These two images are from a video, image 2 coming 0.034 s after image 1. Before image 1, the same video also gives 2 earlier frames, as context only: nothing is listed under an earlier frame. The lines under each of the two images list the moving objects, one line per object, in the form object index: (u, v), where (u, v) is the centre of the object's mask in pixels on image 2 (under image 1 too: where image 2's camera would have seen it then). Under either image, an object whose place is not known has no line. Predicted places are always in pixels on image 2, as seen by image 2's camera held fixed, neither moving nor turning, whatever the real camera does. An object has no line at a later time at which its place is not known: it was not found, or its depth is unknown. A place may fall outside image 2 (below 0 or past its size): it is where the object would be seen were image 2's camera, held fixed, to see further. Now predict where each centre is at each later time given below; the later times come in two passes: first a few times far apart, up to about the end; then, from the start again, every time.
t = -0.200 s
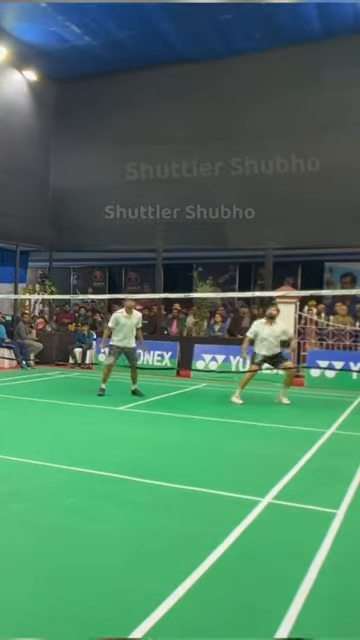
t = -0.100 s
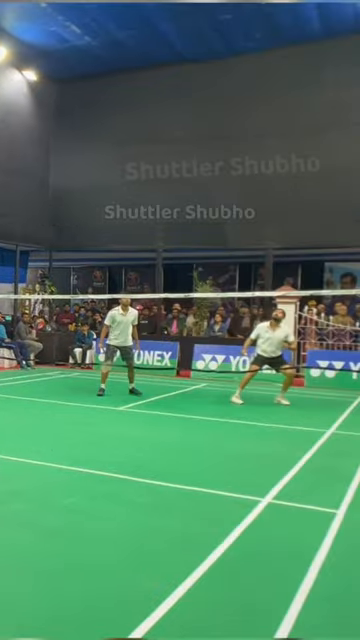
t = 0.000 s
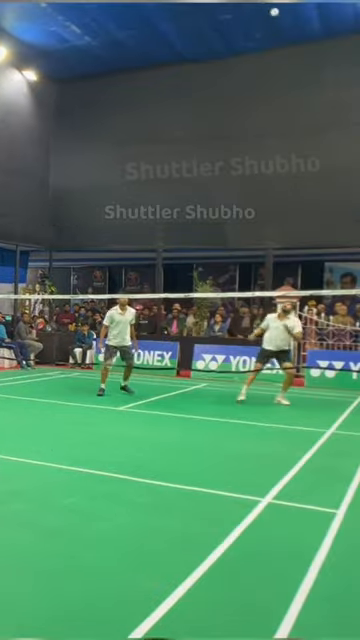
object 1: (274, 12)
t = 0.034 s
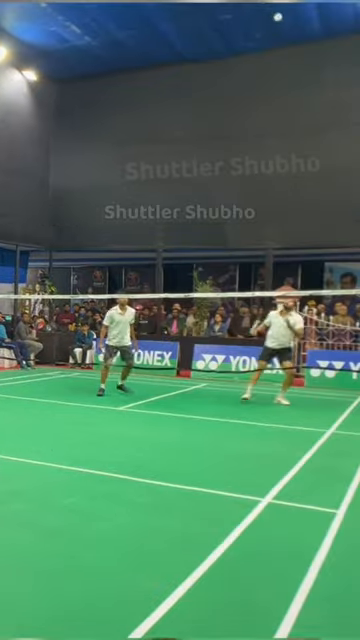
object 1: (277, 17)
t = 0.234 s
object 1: (294, 53)
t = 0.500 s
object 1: (311, 115)
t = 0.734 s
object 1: (321, 181)
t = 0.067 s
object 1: (281, 22)
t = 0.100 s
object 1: (283, 28)
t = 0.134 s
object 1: (286, 34)
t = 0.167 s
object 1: (289, 40)
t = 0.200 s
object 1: (292, 46)
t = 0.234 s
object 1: (294, 53)
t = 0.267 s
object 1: (296, 60)
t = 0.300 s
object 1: (298, 67)
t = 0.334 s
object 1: (301, 75)
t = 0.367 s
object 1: (303, 82)
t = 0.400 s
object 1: (305, 90)
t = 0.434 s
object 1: (307, 98)
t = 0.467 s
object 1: (309, 107)
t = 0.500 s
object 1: (311, 115)
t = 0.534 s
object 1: (312, 124)
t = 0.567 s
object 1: (314, 134)
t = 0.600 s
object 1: (316, 142)
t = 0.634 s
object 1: (317, 152)
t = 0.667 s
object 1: (319, 161)
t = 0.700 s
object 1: (320, 171)
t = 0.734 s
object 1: (321, 181)
